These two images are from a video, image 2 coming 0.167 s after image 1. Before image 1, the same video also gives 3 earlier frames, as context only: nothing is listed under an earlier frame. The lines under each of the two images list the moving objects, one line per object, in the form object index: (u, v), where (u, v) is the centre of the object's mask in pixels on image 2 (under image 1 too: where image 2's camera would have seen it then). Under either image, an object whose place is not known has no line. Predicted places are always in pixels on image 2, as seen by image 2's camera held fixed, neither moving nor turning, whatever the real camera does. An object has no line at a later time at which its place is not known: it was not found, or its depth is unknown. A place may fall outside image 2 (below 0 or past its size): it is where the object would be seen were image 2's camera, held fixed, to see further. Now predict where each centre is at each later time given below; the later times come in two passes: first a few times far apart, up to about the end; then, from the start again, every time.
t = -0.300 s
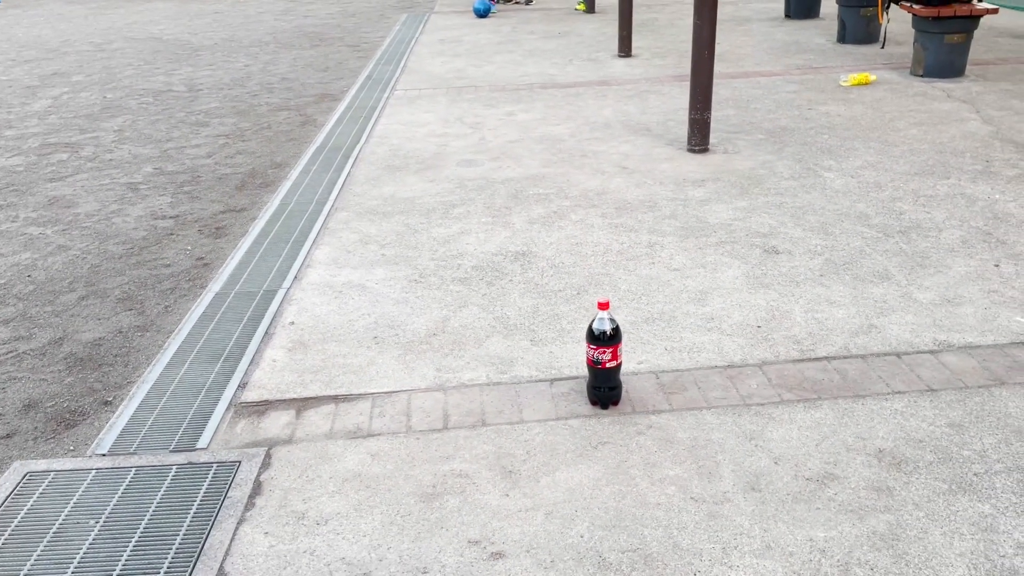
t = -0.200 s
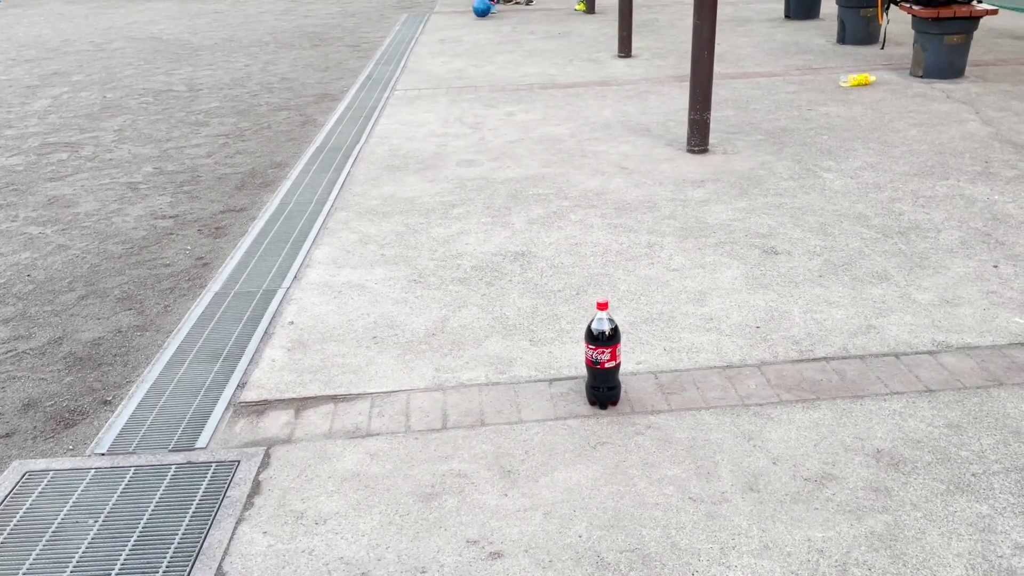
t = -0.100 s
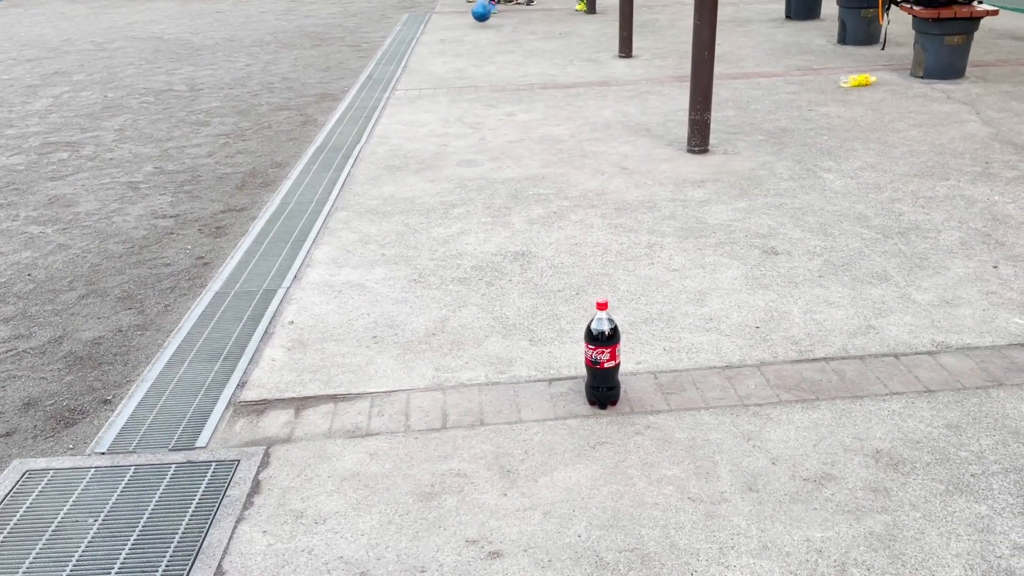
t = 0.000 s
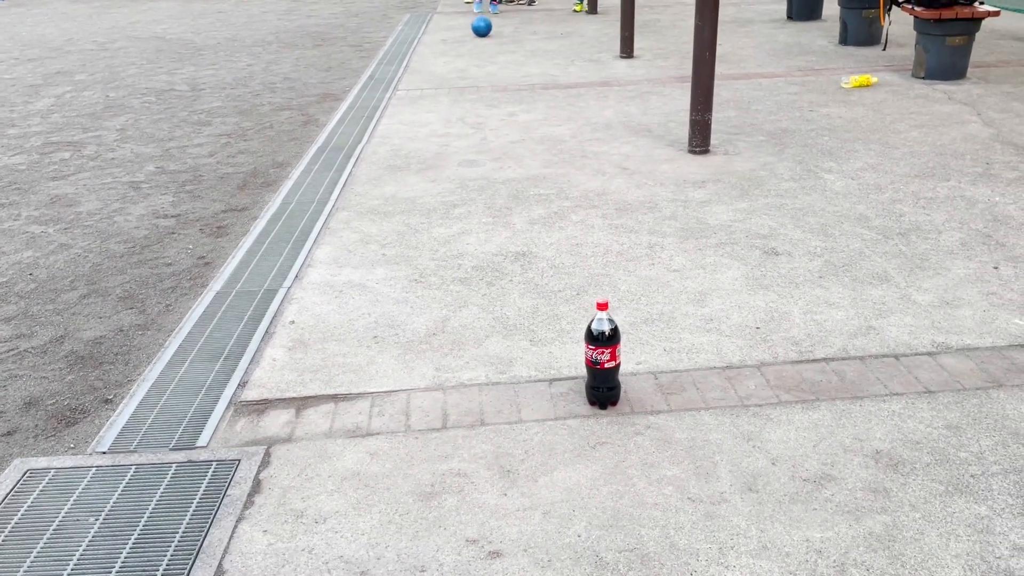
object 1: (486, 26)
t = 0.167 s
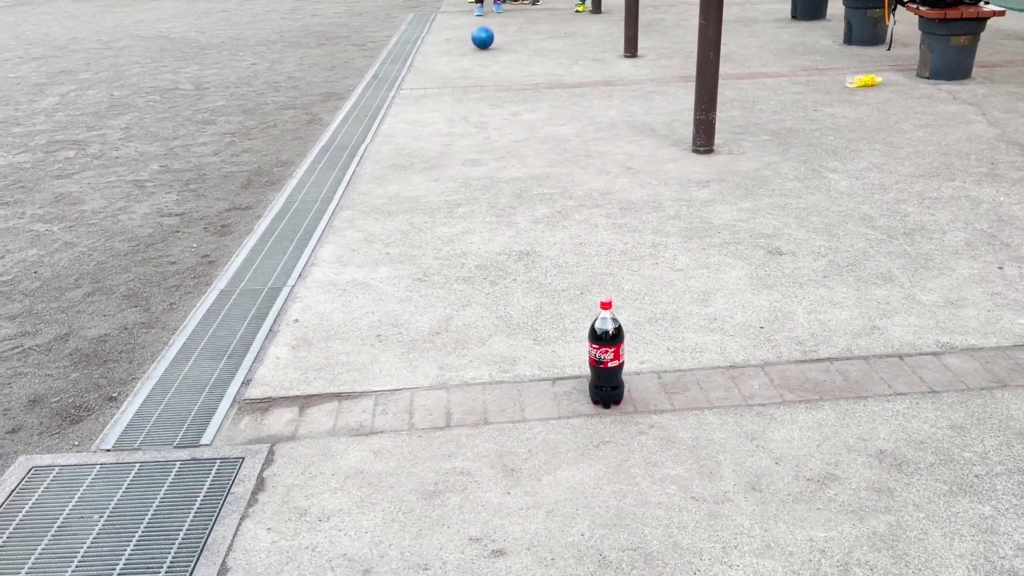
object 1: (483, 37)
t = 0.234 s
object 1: (481, 41)
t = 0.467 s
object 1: (479, 60)
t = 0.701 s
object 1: (476, 78)
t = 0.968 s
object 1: (471, 108)
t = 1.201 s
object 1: (466, 141)
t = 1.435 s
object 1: (459, 178)
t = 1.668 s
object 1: (448, 234)
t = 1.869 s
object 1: (434, 299)
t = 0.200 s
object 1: (482, 40)
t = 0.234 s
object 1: (481, 41)
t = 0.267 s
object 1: (481, 43)
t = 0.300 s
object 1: (480, 47)
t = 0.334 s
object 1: (480, 50)
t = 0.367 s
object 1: (480, 51)
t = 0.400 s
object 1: (479, 52)
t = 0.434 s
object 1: (479, 55)
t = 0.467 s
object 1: (479, 60)
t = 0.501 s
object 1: (479, 62)
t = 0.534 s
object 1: (478, 63)
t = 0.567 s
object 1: (478, 65)
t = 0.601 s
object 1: (478, 70)
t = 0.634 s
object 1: (477, 73)
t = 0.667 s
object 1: (477, 76)
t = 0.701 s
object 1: (476, 78)
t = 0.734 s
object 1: (476, 79)
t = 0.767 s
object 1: (475, 82)
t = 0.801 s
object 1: (475, 87)
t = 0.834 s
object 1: (475, 94)
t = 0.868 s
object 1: (474, 95)
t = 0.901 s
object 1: (473, 99)
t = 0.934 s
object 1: (472, 104)
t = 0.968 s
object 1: (471, 108)
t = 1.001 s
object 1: (470, 111)
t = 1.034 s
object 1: (470, 115)
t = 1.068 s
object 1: (469, 121)
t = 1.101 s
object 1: (468, 125)
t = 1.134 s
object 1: (467, 128)
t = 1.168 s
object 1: (466, 133)
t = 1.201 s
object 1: (466, 141)
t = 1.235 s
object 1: (465, 147)
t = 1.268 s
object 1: (464, 151)
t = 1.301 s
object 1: (463, 156)
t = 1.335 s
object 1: (462, 161)
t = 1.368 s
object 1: (461, 168)
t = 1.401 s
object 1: (460, 173)
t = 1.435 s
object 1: (459, 178)
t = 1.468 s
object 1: (457, 186)
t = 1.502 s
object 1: (456, 195)
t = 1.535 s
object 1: (454, 201)
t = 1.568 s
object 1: (453, 210)
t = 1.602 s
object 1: (451, 218)
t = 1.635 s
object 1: (449, 224)
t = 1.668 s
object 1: (448, 234)
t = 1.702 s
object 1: (446, 246)
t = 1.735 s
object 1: (443, 254)
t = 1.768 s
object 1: (441, 263)
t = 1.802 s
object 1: (439, 276)
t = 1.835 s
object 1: (437, 289)
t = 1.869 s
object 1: (434, 299)
